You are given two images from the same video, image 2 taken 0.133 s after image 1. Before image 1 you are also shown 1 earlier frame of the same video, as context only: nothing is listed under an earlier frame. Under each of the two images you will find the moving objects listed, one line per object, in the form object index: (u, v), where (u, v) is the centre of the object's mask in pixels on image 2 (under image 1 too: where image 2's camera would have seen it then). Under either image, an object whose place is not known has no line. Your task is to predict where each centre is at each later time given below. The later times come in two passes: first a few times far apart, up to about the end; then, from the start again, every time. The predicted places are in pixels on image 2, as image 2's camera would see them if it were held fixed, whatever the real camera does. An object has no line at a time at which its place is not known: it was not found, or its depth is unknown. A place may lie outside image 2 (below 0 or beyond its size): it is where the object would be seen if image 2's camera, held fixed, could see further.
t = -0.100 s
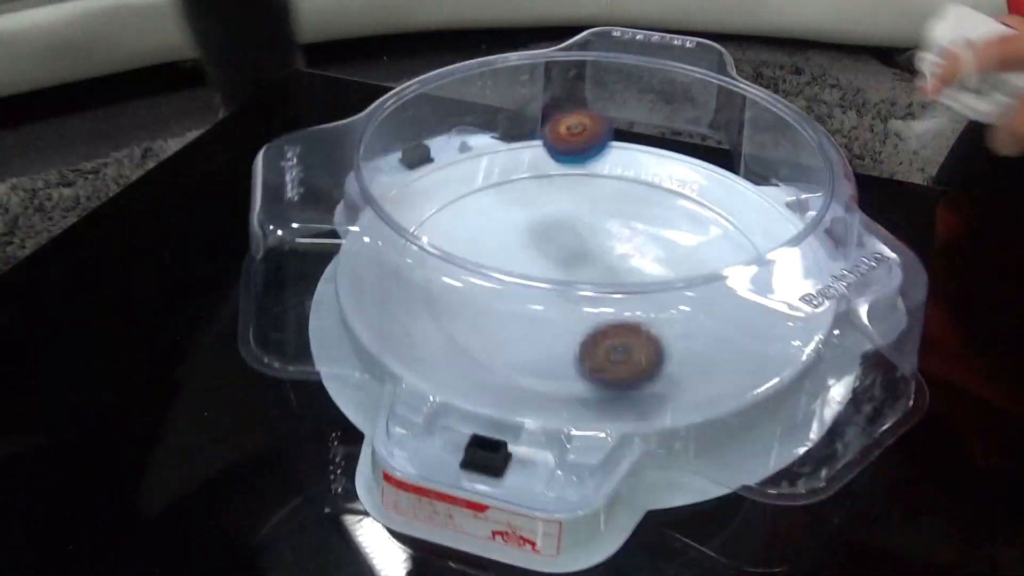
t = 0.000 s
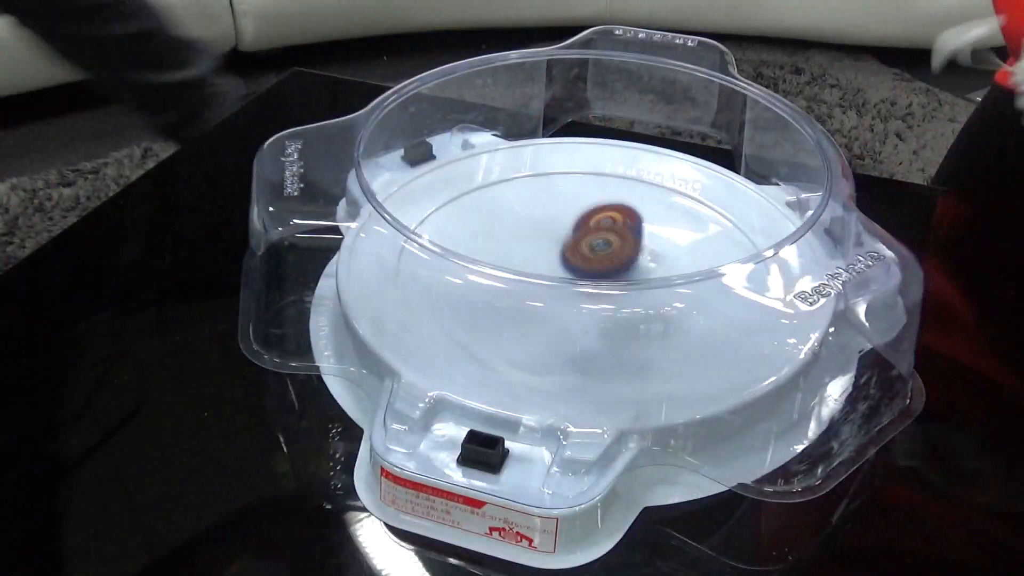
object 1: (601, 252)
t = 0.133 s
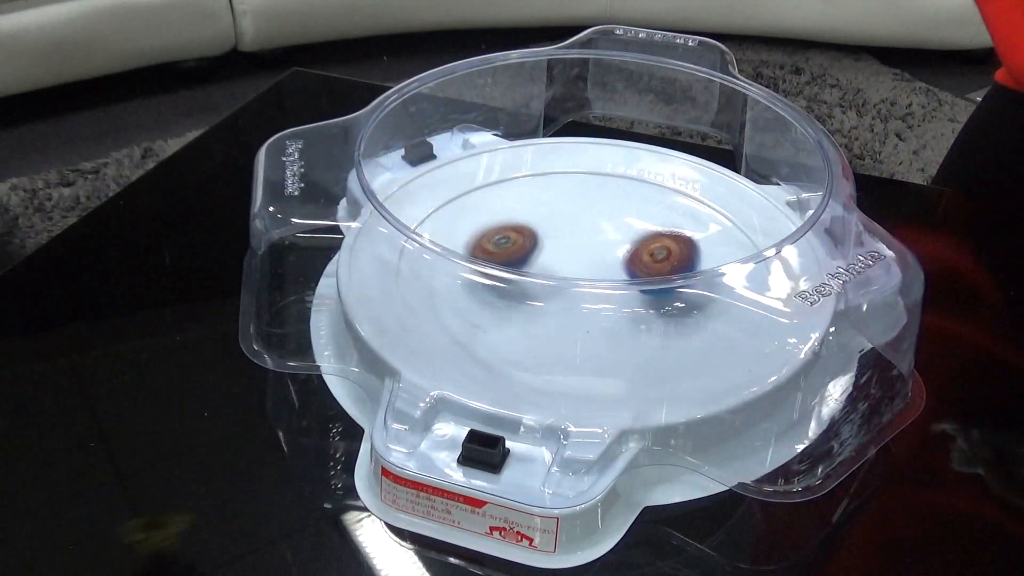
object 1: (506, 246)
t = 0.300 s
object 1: (441, 246)
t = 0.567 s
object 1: (613, 308)
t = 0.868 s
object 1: (522, 207)
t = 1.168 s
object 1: (453, 219)
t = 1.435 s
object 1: (565, 323)
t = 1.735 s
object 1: (664, 198)
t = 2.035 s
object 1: (516, 161)
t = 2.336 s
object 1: (465, 294)
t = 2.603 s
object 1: (773, 283)
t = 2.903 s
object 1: (725, 161)
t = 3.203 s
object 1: (553, 160)
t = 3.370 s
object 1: (477, 235)
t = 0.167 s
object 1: (484, 240)
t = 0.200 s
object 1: (468, 235)
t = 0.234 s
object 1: (458, 227)
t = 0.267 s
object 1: (453, 227)
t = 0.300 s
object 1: (441, 246)
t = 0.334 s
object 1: (458, 231)
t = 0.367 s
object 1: (470, 231)
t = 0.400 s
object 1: (486, 241)
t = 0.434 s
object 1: (499, 272)
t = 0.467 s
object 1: (526, 274)
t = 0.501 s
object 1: (554, 268)
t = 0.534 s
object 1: (584, 276)
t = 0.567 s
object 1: (613, 308)
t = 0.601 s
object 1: (637, 314)
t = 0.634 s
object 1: (651, 310)
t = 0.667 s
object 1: (662, 314)
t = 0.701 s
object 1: (668, 310)
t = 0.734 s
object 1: (644, 290)
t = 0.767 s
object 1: (616, 266)
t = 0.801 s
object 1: (584, 253)
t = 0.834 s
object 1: (551, 231)
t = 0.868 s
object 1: (522, 207)
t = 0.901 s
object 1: (497, 189)
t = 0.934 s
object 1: (473, 179)
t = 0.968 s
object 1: (456, 157)
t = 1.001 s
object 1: (441, 151)
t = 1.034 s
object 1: (437, 166)
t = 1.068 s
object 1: (439, 172)
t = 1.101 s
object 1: (443, 174)
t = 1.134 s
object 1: (448, 189)
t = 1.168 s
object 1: (453, 219)
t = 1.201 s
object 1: (462, 247)
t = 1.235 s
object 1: (468, 256)
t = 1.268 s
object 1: (477, 277)
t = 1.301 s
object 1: (489, 295)
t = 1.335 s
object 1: (504, 305)
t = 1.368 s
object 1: (522, 312)
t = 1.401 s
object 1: (541, 321)
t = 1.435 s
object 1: (565, 323)
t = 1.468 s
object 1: (593, 319)
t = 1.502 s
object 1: (620, 313)
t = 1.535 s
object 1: (643, 309)
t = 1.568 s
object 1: (657, 284)
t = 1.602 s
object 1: (665, 258)
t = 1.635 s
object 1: (674, 252)
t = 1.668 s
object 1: (676, 233)
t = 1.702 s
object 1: (673, 219)
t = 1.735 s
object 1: (664, 198)
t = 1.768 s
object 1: (653, 187)
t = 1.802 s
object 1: (635, 168)
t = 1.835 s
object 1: (617, 159)
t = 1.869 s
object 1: (599, 160)
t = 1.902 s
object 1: (583, 149)
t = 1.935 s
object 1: (566, 152)
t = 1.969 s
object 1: (550, 155)
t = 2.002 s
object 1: (535, 158)
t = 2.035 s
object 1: (516, 161)
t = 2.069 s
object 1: (498, 169)
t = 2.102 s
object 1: (478, 178)
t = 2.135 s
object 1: (460, 188)
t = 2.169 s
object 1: (445, 201)
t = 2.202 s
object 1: (435, 215)
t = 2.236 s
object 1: (435, 226)
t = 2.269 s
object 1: (434, 251)
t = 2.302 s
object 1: (444, 270)
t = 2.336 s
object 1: (465, 294)
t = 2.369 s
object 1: (494, 311)
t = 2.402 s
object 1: (533, 323)
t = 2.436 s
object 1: (577, 335)
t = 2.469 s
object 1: (626, 338)
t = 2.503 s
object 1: (674, 333)
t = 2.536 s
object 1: (714, 318)
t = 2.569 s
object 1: (753, 310)
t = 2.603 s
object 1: (773, 283)
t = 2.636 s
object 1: (786, 265)
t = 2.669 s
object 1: (793, 252)
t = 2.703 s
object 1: (792, 224)
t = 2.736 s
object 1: (784, 210)
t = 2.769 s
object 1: (781, 204)
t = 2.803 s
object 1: (770, 182)
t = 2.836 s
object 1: (756, 175)
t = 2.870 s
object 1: (740, 171)
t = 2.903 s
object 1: (725, 161)
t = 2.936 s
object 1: (712, 155)
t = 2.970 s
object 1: (695, 151)
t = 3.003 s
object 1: (677, 146)
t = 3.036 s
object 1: (657, 143)
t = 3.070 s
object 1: (639, 142)
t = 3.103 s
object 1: (618, 143)
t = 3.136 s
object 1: (598, 144)
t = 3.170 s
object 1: (577, 151)
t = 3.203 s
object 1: (553, 160)
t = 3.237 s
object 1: (530, 171)
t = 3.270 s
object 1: (512, 180)
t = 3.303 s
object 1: (497, 198)
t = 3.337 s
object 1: (483, 218)
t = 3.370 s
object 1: (477, 235)
